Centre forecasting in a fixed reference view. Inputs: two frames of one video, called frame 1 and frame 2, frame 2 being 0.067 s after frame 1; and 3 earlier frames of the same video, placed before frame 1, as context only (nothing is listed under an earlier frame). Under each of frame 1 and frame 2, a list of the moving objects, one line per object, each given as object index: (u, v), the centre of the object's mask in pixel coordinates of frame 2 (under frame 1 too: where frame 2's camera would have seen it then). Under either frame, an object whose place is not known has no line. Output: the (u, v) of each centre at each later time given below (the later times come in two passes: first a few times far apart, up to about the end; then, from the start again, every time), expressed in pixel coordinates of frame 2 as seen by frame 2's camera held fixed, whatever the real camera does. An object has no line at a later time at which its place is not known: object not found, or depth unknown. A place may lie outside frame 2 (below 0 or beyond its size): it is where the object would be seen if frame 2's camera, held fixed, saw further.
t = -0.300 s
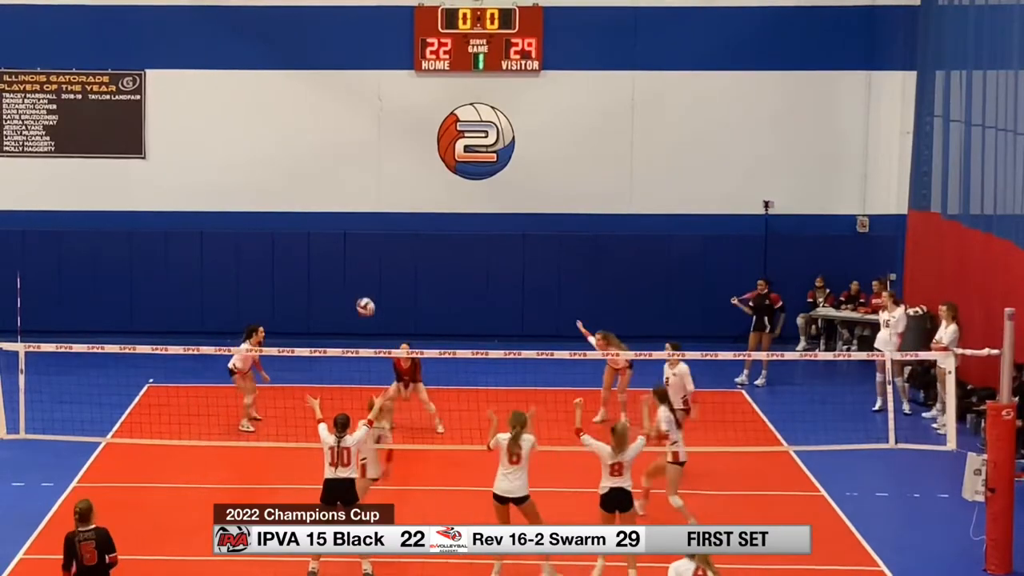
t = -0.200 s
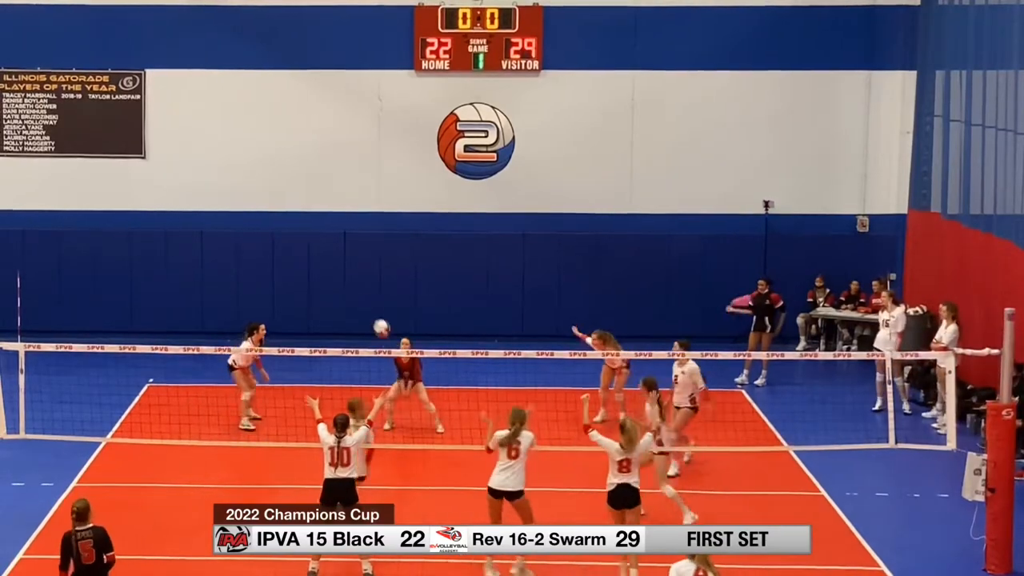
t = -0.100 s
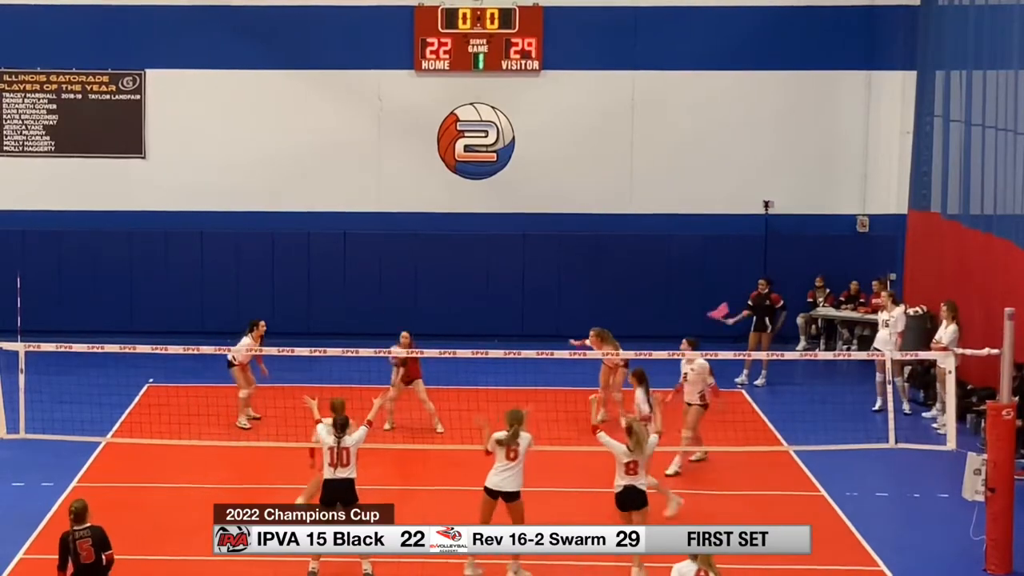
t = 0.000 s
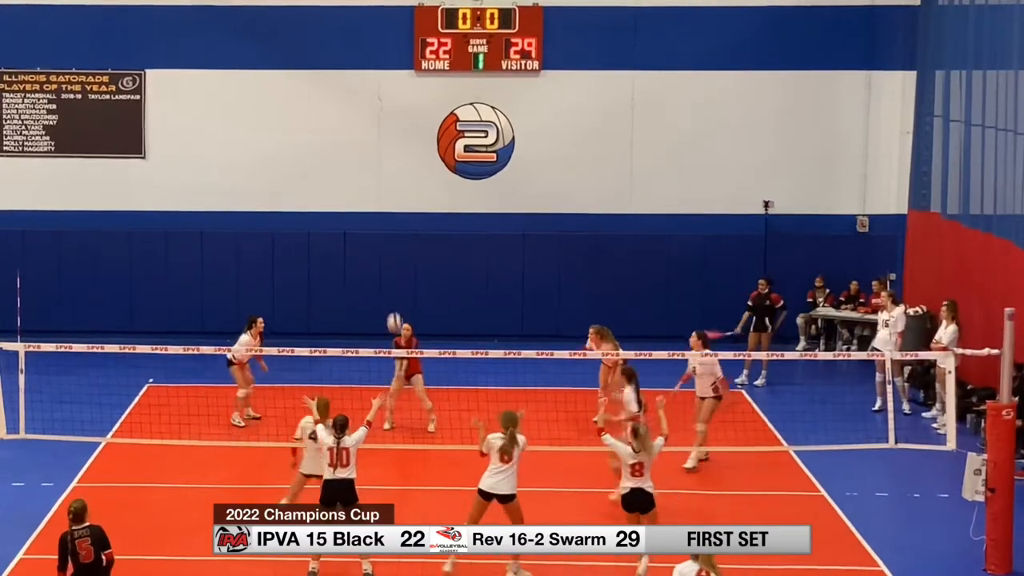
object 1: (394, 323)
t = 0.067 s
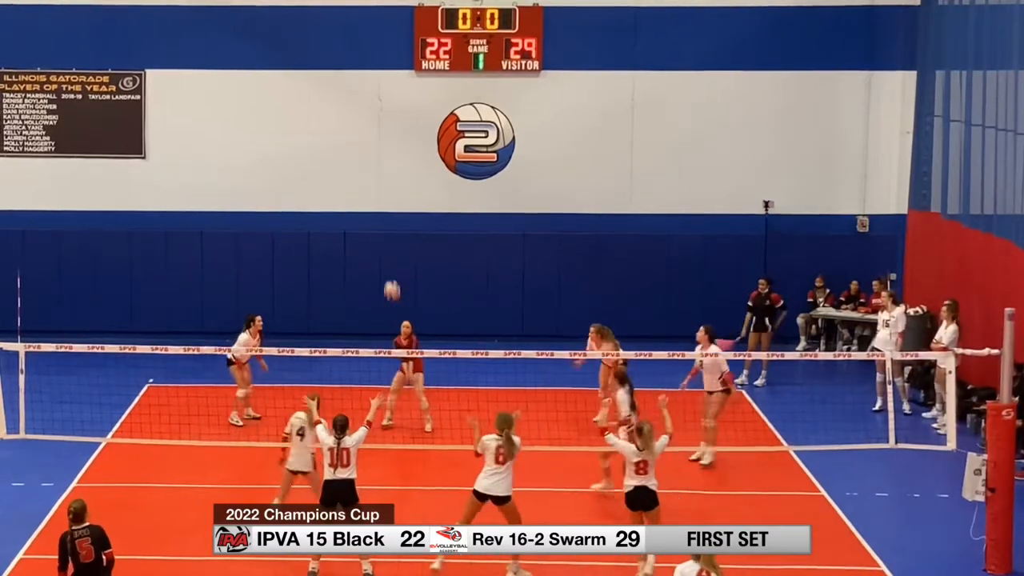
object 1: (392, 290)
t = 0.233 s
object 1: (382, 223)
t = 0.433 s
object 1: (370, 167)
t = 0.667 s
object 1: (353, 141)
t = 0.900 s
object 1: (335, 157)
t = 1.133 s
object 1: (316, 221)
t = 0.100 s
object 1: (390, 275)
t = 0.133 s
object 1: (388, 261)
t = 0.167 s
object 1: (386, 248)
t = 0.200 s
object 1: (384, 235)
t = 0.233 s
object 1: (382, 223)
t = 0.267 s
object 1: (381, 212)
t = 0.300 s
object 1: (379, 203)
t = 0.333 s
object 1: (377, 192)
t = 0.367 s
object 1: (374, 183)
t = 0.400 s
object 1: (372, 175)
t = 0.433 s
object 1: (370, 167)
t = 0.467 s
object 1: (367, 161)
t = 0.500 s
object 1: (365, 156)
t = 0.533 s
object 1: (363, 150)
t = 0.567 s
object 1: (361, 146)
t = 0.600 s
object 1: (358, 144)
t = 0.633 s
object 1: (356, 141)
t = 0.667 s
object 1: (353, 141)
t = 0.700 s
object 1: (351, 140)
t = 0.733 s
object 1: (349, 140)
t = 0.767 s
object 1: (346, 142)
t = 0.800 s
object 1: (343, 145)
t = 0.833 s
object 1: (340, 148)
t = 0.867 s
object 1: (338, 152)
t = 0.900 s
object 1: (335, 157)
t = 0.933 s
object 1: (332, 163)
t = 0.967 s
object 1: (329, 170)
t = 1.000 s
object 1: (327, 178)
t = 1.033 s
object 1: (324, 188)
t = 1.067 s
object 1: (322, 198)
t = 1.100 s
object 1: (319, 210)
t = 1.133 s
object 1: (316, 221)
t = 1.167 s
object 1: (313, 234)
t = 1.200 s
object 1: (311, 249)
